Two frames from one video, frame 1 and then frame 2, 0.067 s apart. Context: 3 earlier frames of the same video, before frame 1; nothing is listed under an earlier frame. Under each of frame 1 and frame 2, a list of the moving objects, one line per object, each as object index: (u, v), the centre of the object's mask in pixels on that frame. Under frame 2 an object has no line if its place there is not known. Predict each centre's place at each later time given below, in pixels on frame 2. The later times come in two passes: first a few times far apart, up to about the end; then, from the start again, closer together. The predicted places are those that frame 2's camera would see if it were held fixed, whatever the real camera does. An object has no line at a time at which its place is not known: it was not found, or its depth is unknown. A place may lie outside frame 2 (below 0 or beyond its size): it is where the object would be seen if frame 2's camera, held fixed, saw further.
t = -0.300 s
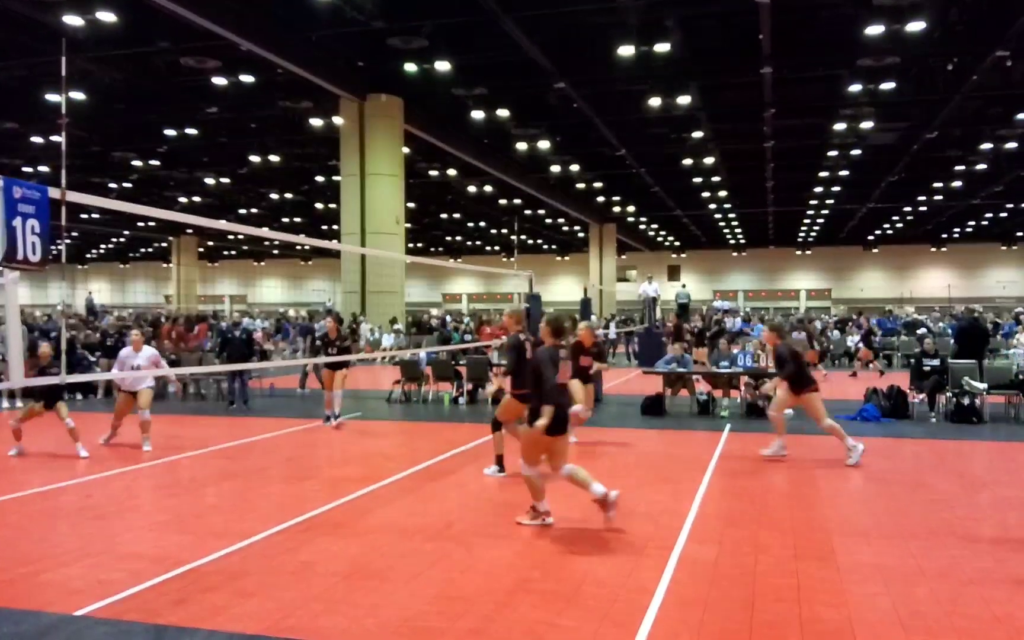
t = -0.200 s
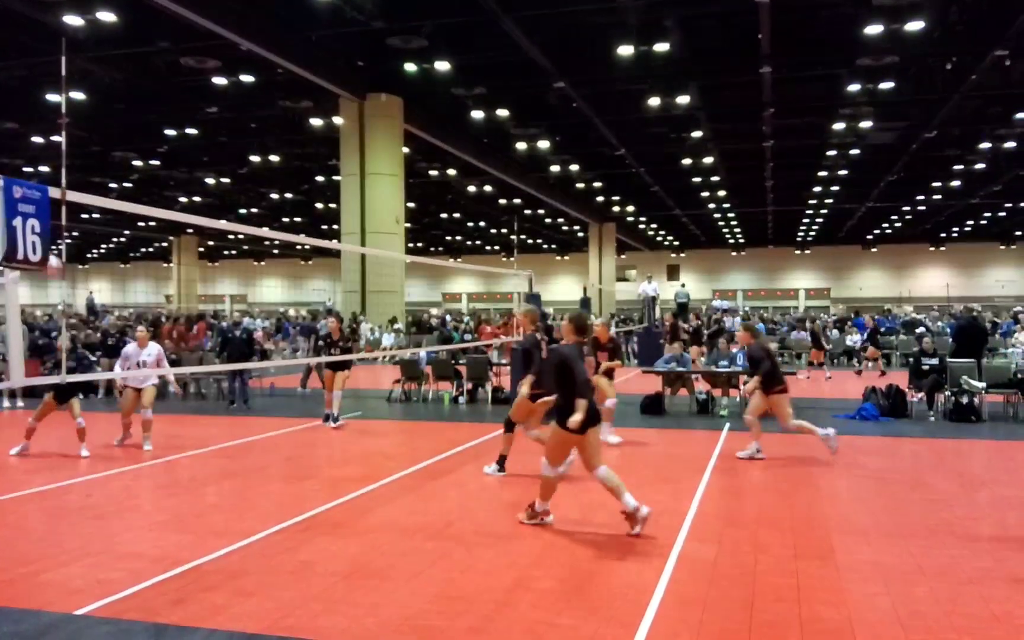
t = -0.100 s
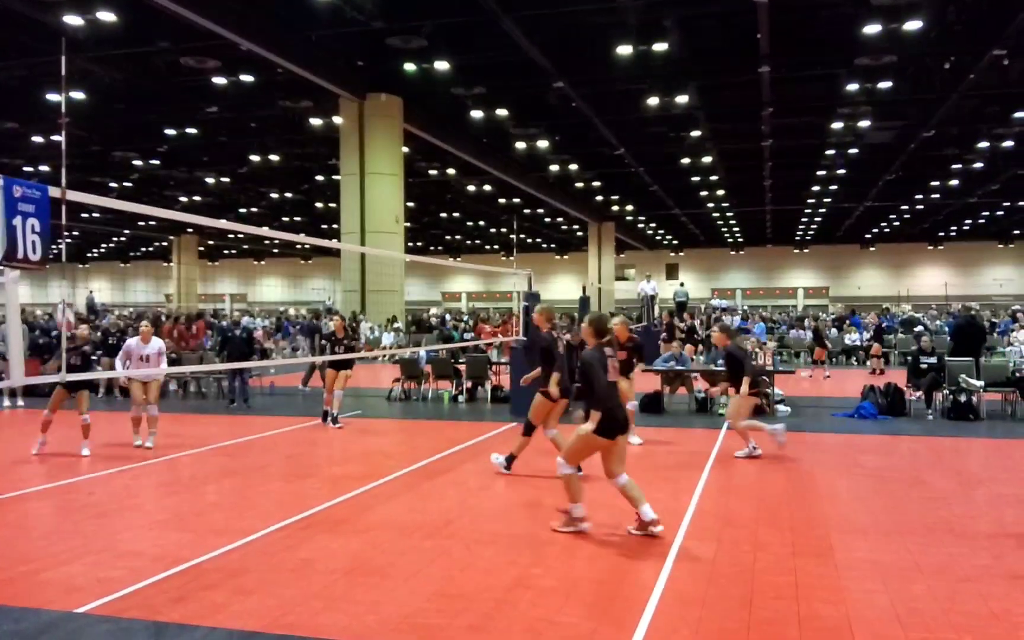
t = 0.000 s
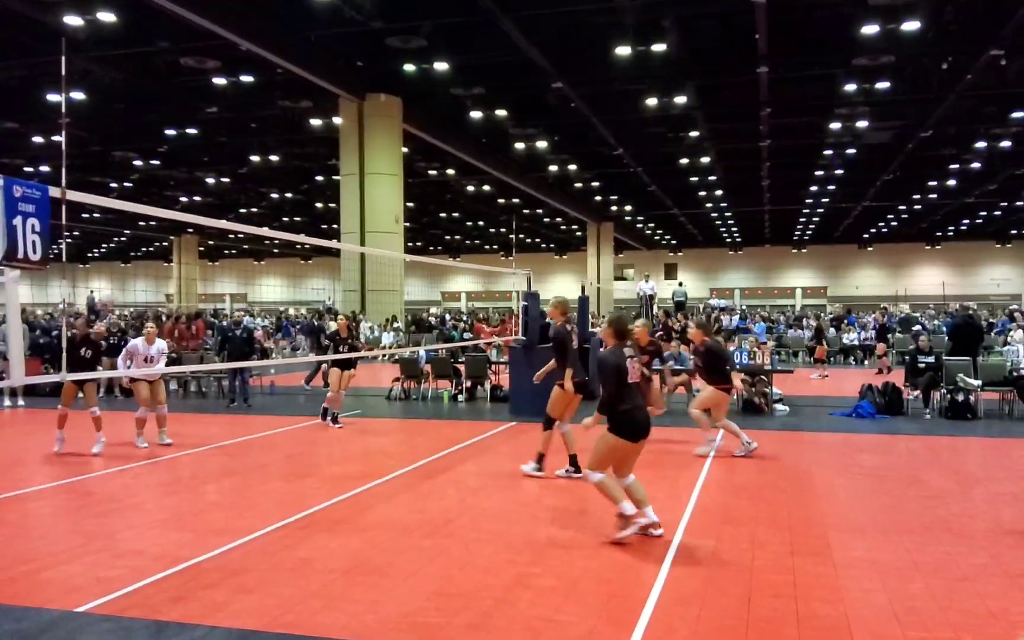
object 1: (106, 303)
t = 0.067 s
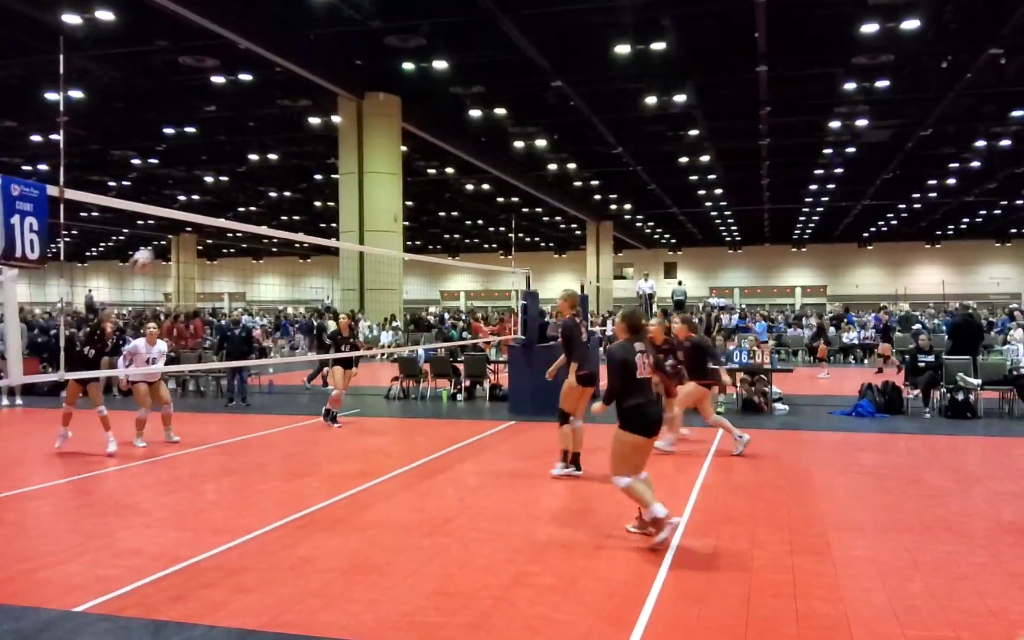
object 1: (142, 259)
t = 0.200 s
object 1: (218, 194)
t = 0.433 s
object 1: (354, 114)
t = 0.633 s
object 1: (476, 87)
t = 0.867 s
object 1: (624, 103)
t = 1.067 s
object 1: (758, 163)
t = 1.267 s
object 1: (893, 270)
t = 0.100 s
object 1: (161, 243)
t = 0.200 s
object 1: (218, 194)
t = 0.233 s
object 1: (238, 180)
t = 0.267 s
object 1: (257, 167)
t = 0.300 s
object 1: (277, 155)
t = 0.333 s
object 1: (296, 144)
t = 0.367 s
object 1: (316, 134)
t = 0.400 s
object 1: (335, 125)
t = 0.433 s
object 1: (354, 114)
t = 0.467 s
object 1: (375, 107)
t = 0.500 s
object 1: (395, 102)
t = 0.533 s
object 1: (415, 97)
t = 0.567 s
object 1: (435, 92)
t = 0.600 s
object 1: (456, 89)
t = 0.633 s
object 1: (476, 87)
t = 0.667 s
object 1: (497, 86)
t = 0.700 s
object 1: (518, 86)
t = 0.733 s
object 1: (539, 87)
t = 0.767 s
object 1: (560, 89)
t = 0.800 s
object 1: (581, 93)
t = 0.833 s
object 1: (603, 97)
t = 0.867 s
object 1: (624, 103)
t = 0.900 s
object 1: (645, 110)
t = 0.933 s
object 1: (668, 118)
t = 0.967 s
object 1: (689, 128)
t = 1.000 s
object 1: (712, 138)
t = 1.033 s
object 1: (735, 150)
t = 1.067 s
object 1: (758, 163)
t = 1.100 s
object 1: (783, 176)
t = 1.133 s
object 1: (806, 191)
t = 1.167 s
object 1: (827, 211)
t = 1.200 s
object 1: (849, 229)
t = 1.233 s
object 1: (870, 246)
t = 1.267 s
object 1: (893, 270)
